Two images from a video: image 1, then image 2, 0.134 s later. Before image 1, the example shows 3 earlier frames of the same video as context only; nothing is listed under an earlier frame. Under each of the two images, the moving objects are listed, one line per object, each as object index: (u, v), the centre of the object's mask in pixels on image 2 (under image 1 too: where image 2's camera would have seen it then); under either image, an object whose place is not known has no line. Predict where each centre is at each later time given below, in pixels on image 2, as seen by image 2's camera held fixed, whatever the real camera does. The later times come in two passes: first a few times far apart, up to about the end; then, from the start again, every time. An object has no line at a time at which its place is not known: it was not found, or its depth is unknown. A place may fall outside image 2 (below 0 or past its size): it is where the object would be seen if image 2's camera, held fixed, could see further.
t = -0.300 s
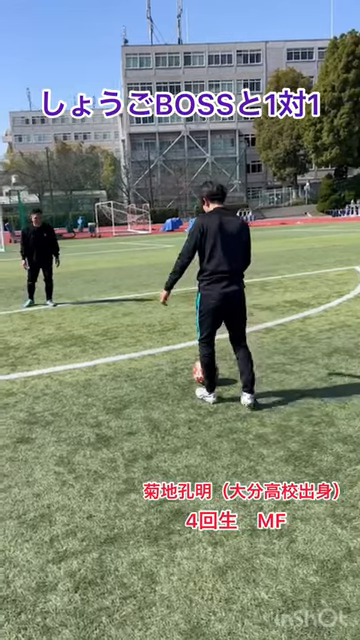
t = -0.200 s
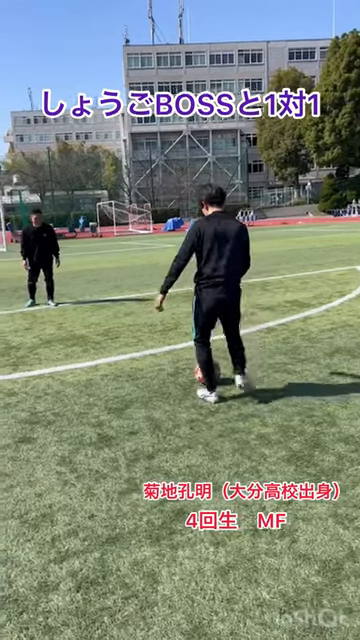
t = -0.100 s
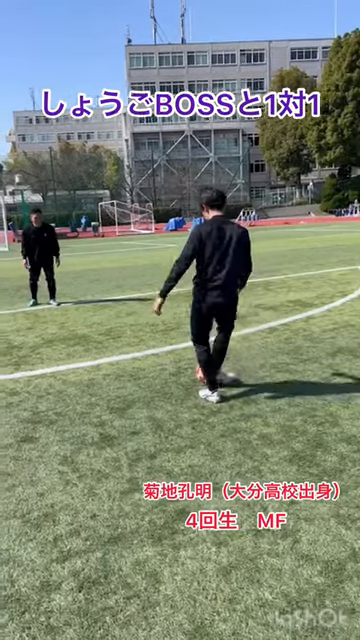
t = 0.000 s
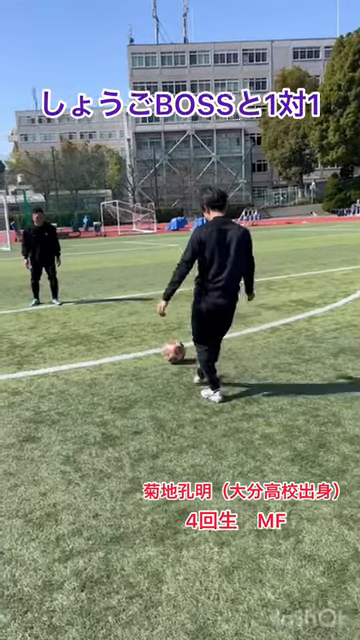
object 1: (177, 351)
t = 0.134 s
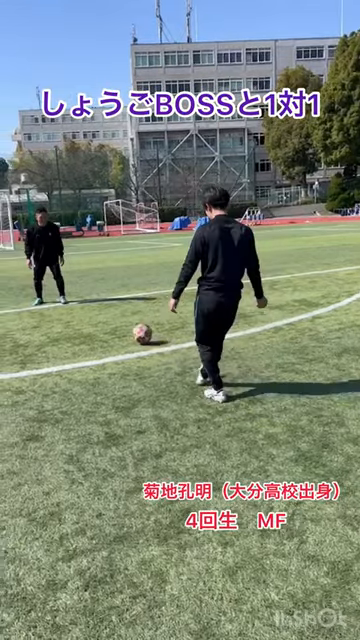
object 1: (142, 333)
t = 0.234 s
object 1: (124, 325)
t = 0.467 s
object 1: (94, 312)
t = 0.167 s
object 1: (136, 332)
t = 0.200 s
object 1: (129, 328)
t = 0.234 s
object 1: (124, 325)
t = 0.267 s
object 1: (118, 322)
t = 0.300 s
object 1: (113, 320)
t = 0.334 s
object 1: (108, 319)
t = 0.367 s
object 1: (104, 315)
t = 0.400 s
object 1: (101, 314)
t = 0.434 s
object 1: (97, 312)
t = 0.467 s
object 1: (94, 312)
